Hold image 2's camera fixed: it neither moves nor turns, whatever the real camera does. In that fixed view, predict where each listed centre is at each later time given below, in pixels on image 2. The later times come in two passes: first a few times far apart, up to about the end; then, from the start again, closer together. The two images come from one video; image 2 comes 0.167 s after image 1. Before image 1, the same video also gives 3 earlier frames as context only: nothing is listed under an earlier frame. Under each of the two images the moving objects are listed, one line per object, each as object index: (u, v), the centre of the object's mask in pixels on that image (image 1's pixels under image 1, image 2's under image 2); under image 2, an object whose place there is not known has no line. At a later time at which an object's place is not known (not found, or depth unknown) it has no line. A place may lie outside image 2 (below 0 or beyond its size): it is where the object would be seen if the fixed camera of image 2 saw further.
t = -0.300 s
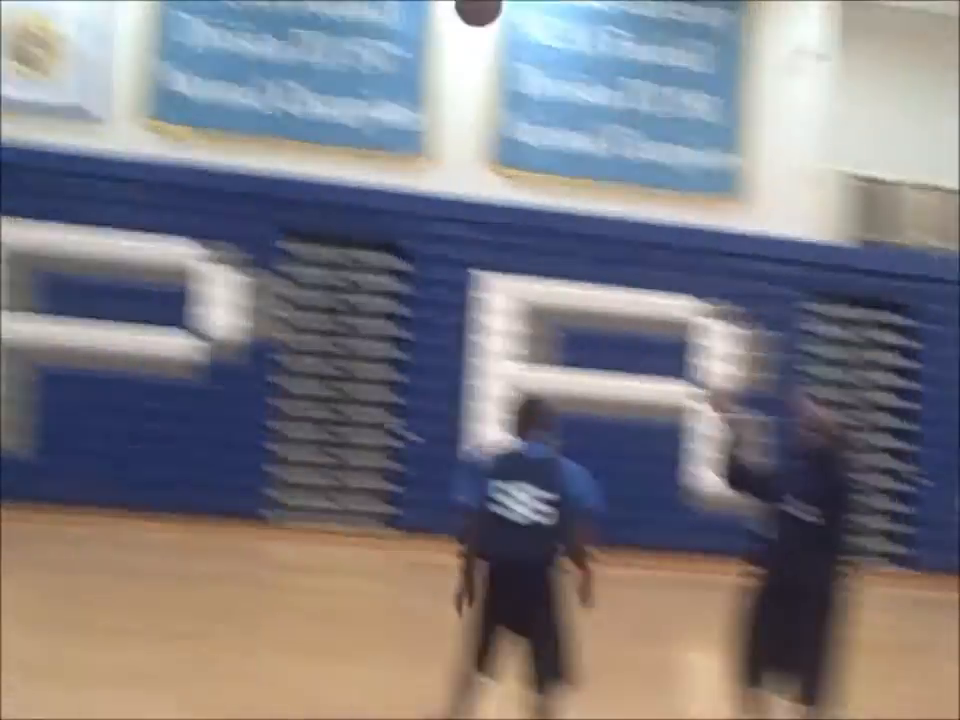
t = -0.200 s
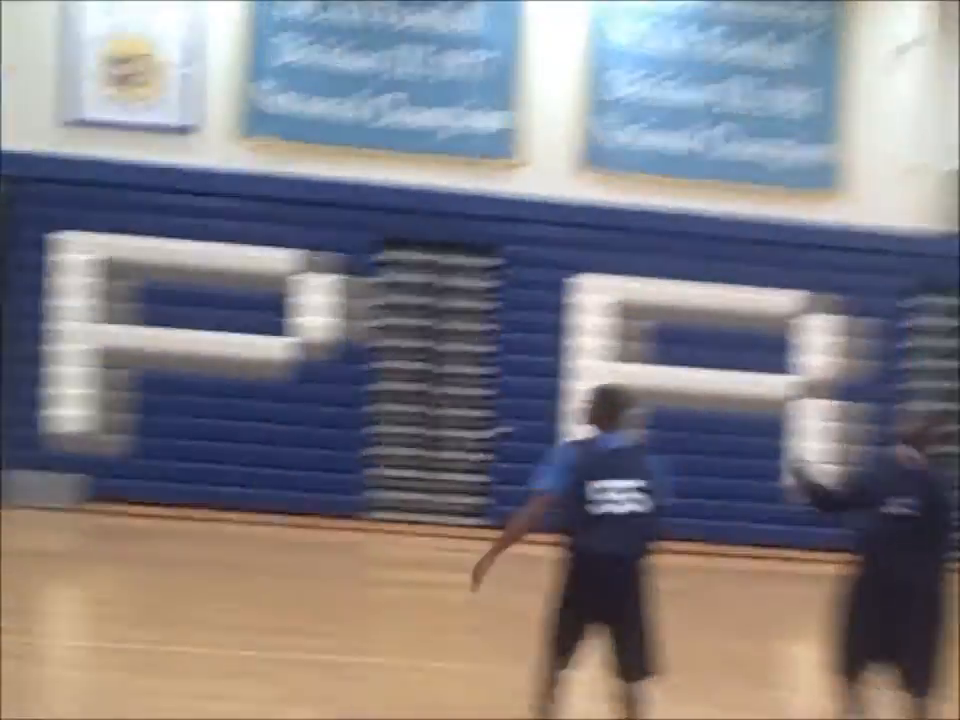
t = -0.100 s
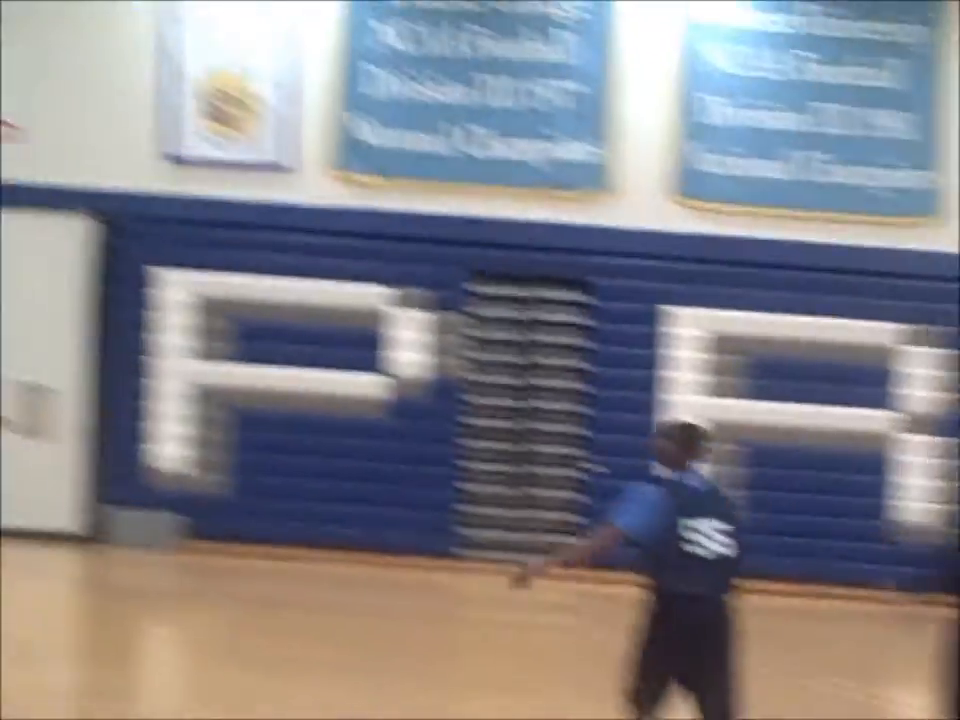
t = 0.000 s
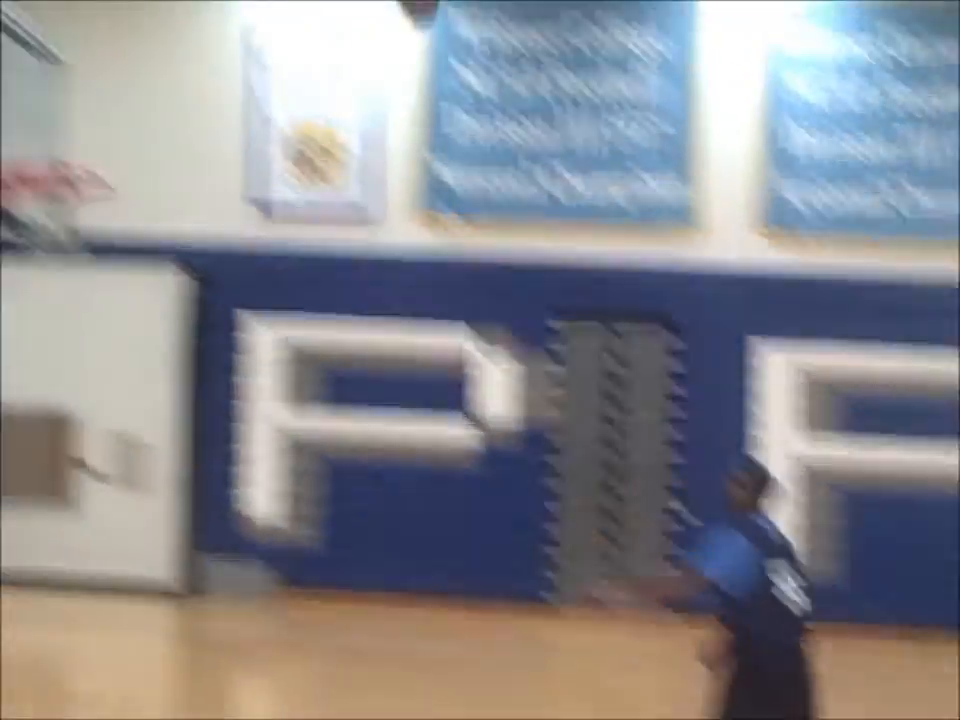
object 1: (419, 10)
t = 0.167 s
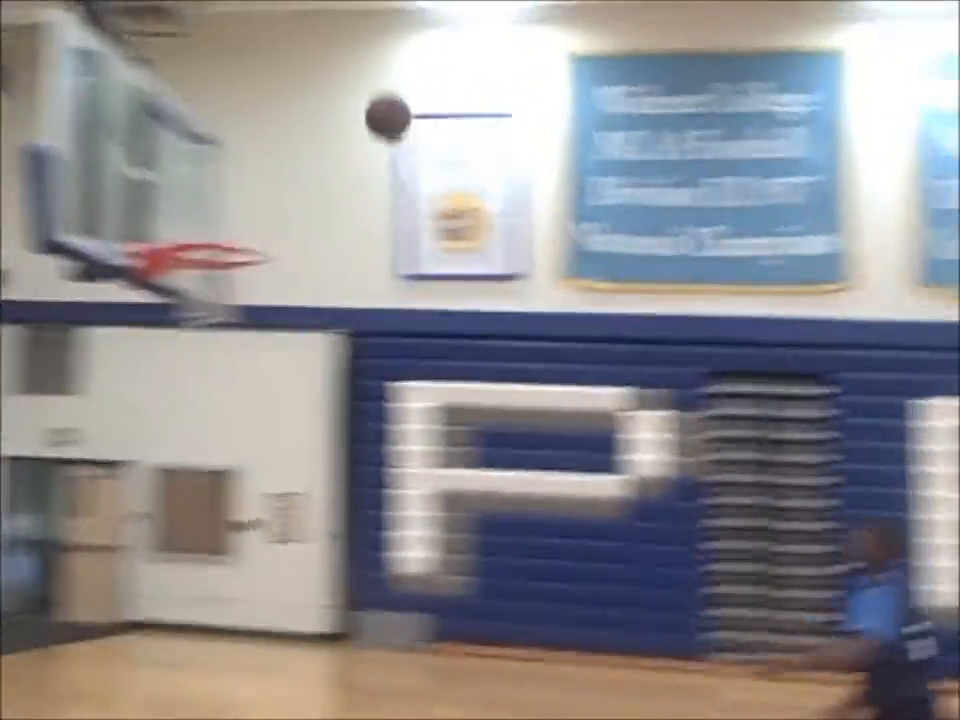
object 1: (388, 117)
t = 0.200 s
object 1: (357, 132)
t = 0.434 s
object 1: (235, 276)
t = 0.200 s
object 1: (357, 132)
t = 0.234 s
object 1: (323, 144)
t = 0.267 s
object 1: (288, 166)
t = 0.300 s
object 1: (256, 191)
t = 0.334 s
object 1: (227, 213)
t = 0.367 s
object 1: (200, 231)
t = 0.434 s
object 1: (235, 276)
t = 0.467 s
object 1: (235, 288)
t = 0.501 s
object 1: (233, 297)
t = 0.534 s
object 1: (236, 296)
